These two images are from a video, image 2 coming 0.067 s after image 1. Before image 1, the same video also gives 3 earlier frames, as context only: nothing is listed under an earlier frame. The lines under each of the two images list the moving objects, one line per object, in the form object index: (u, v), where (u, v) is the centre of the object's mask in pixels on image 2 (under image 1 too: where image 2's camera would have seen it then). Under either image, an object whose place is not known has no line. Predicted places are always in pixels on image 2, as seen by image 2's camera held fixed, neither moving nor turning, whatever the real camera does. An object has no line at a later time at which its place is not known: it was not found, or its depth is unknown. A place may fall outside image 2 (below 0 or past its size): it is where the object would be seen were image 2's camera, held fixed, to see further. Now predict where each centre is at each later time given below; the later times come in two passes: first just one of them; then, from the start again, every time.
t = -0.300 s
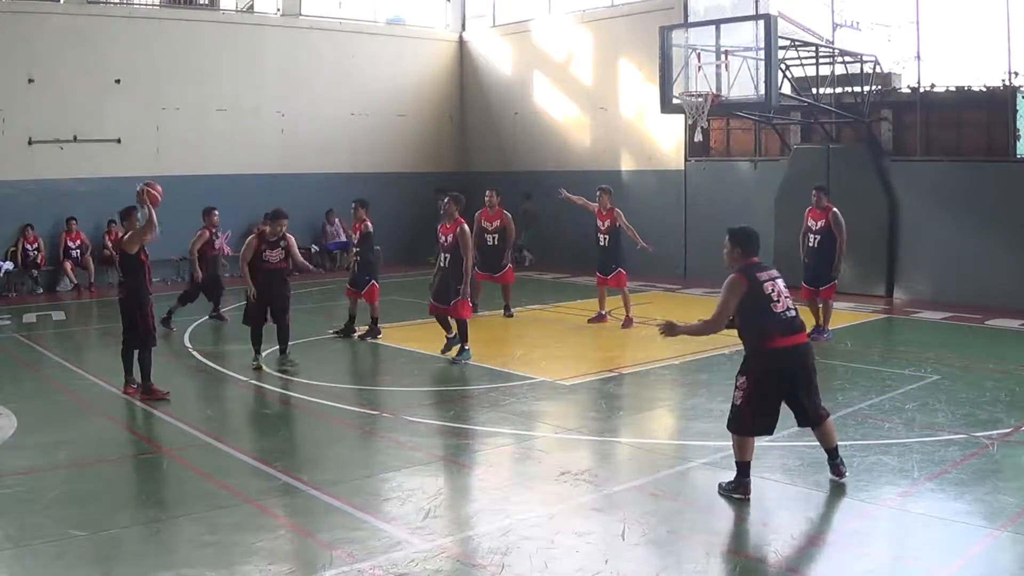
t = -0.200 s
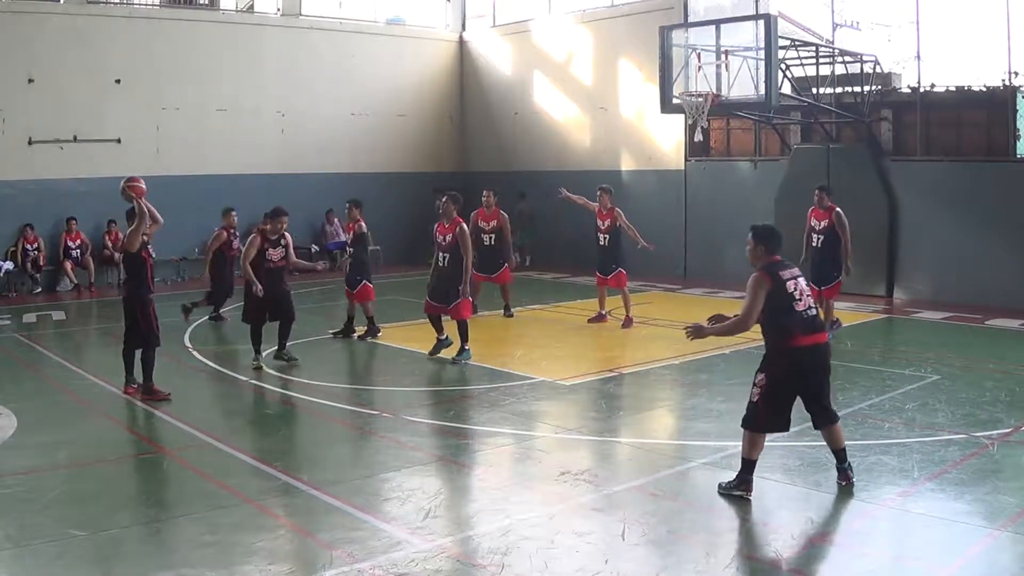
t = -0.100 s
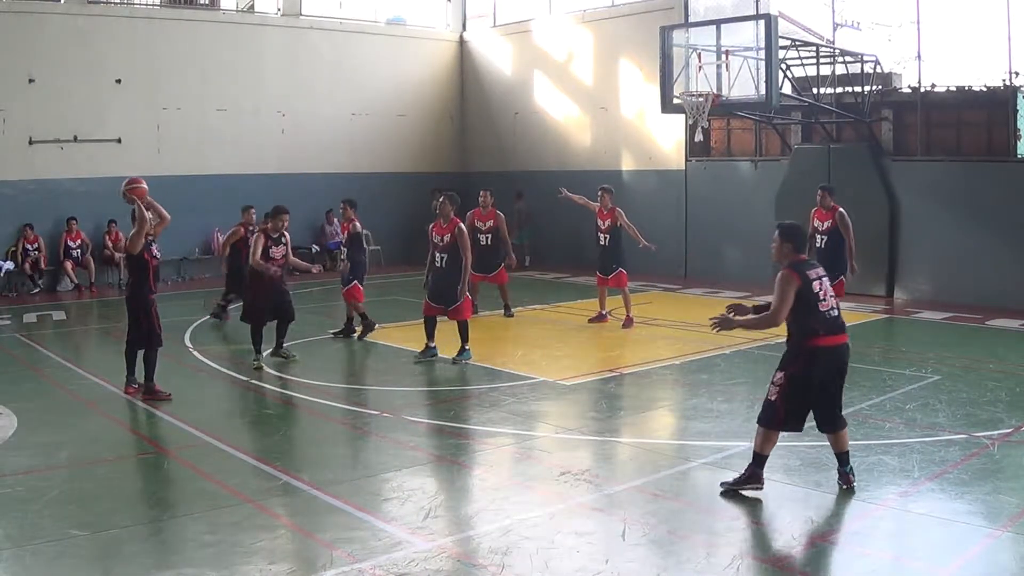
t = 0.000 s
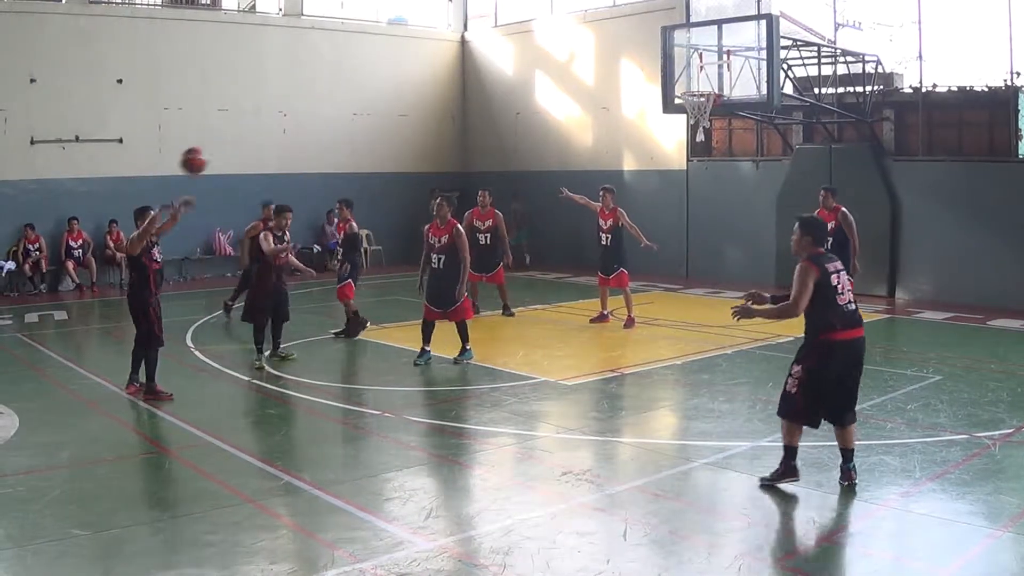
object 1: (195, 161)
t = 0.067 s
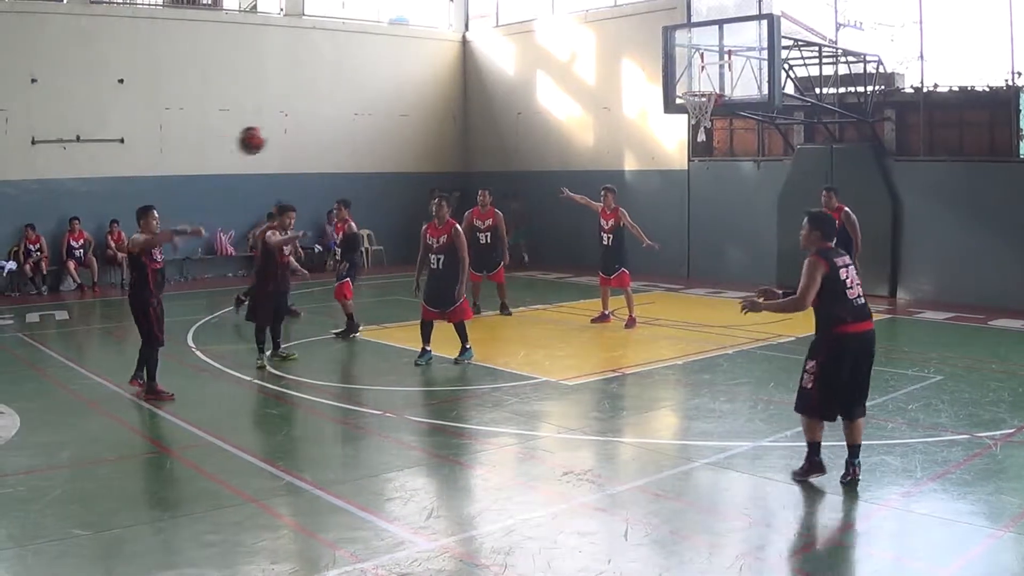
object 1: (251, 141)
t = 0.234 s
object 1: (417, 111)
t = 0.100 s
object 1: (282, 132)
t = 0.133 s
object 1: (314, 125)
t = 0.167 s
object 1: (347, 119)
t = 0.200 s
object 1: (382, 114)
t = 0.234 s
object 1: (417, 111)
